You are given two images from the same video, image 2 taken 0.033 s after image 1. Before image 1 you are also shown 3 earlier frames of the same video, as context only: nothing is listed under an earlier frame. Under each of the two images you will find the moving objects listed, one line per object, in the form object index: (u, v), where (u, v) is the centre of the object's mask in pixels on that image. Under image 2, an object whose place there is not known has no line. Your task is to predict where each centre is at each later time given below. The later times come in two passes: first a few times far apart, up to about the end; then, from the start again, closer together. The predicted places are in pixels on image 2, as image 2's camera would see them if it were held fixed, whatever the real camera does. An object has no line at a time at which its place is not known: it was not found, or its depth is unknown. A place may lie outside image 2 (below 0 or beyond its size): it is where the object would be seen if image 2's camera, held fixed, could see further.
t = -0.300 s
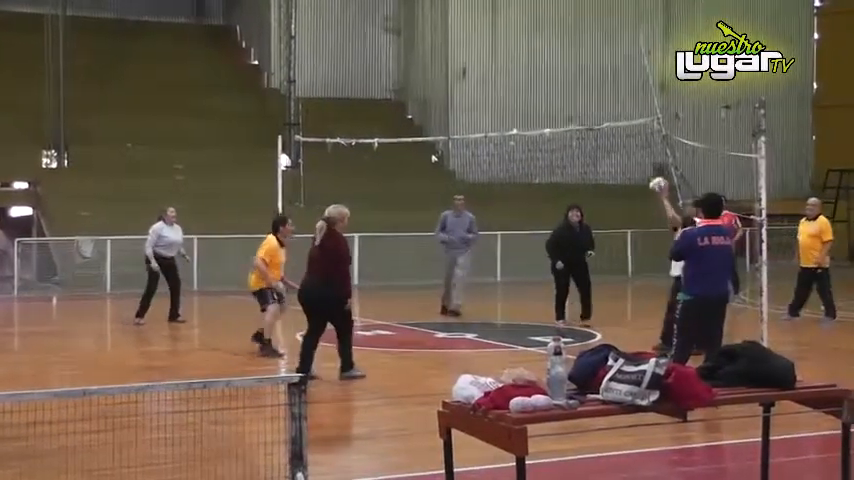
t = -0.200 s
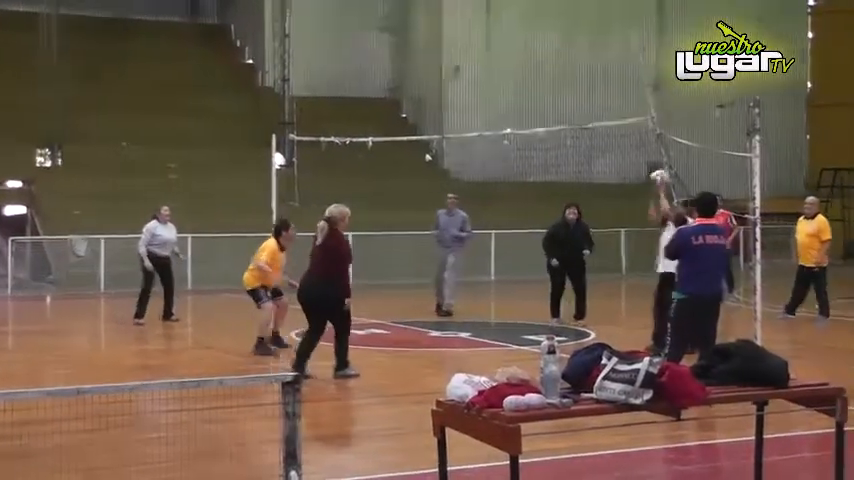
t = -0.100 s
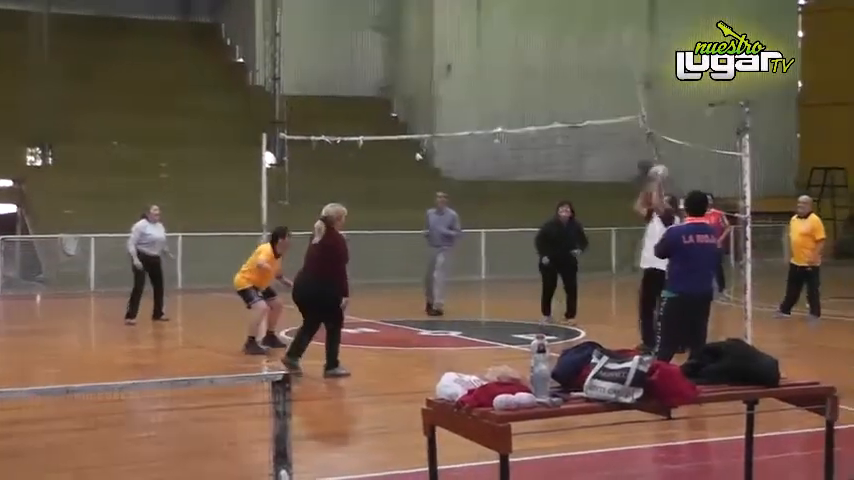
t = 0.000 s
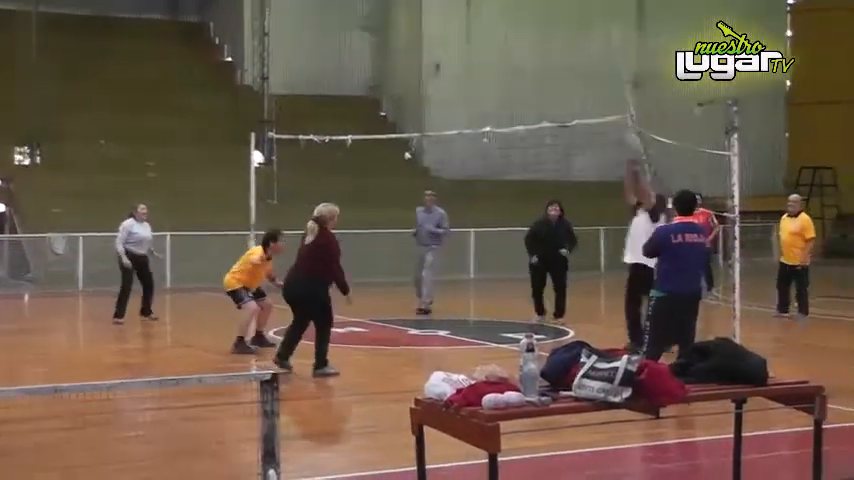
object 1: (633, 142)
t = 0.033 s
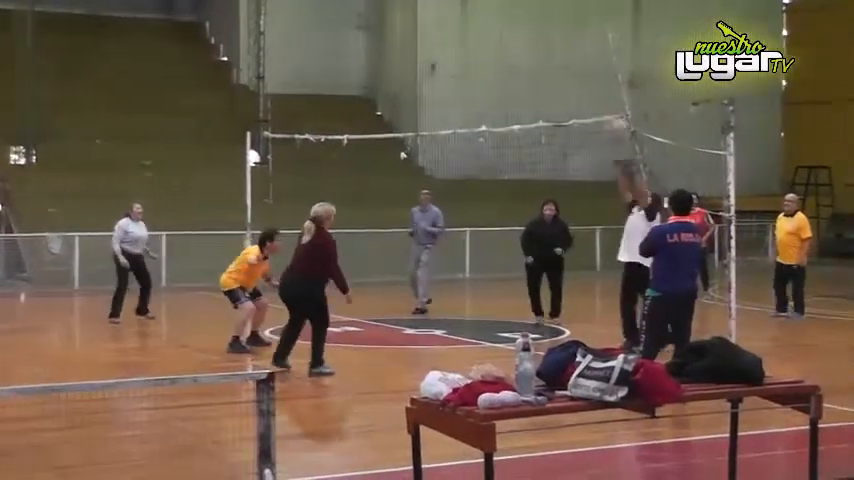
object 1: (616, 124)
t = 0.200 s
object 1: (552, 64)
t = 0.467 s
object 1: (443, 23)
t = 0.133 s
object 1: (576, 86)
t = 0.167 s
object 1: (563, 74)
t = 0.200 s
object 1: (552, 64)
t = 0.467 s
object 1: (443, 23)
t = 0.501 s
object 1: (429, 23)
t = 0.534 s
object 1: (418, 23)
